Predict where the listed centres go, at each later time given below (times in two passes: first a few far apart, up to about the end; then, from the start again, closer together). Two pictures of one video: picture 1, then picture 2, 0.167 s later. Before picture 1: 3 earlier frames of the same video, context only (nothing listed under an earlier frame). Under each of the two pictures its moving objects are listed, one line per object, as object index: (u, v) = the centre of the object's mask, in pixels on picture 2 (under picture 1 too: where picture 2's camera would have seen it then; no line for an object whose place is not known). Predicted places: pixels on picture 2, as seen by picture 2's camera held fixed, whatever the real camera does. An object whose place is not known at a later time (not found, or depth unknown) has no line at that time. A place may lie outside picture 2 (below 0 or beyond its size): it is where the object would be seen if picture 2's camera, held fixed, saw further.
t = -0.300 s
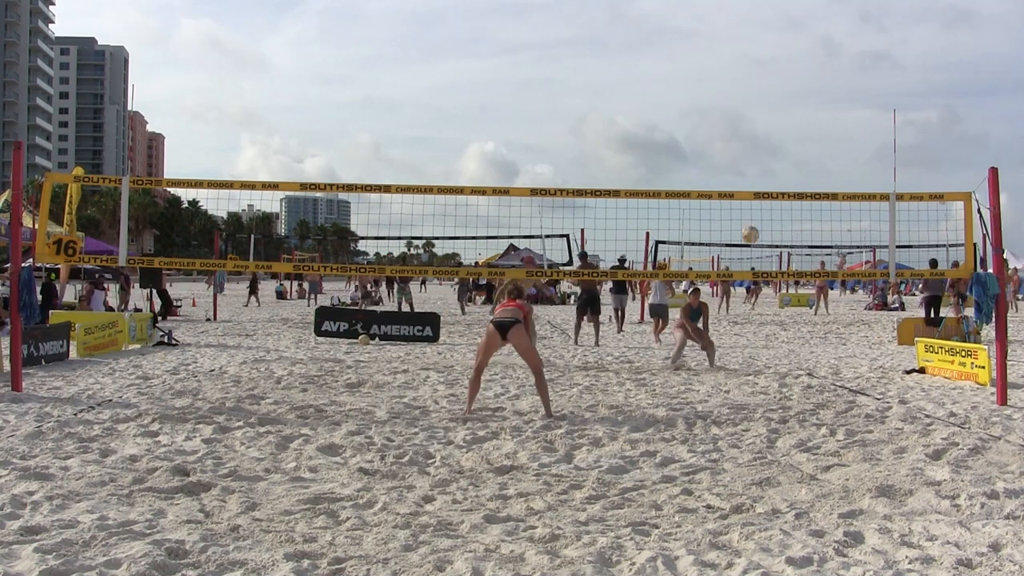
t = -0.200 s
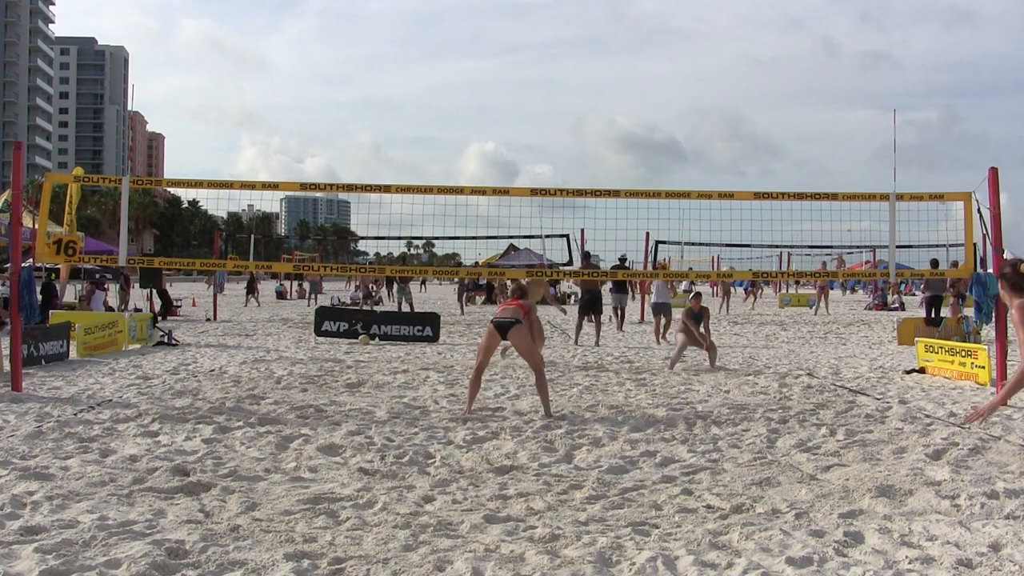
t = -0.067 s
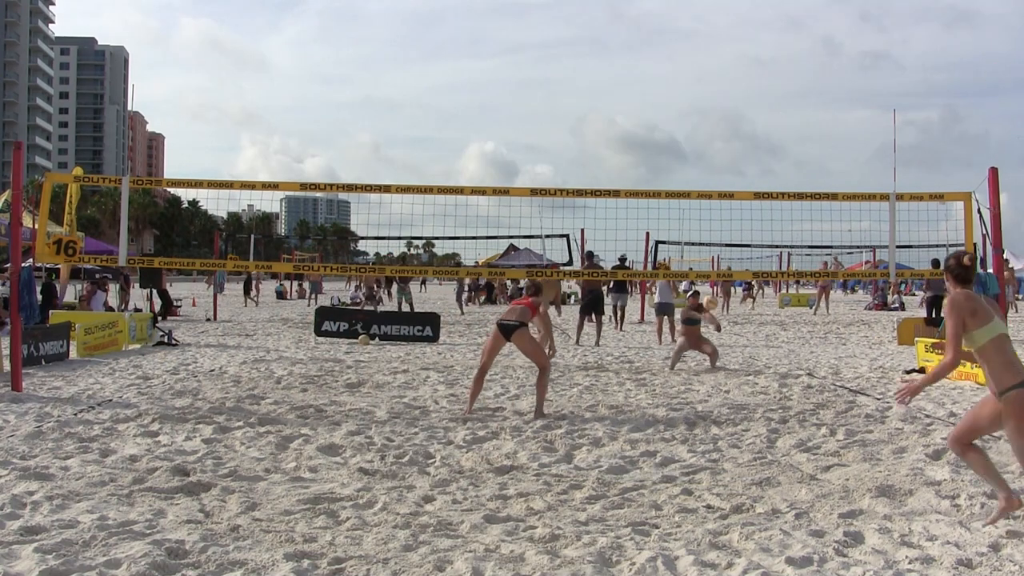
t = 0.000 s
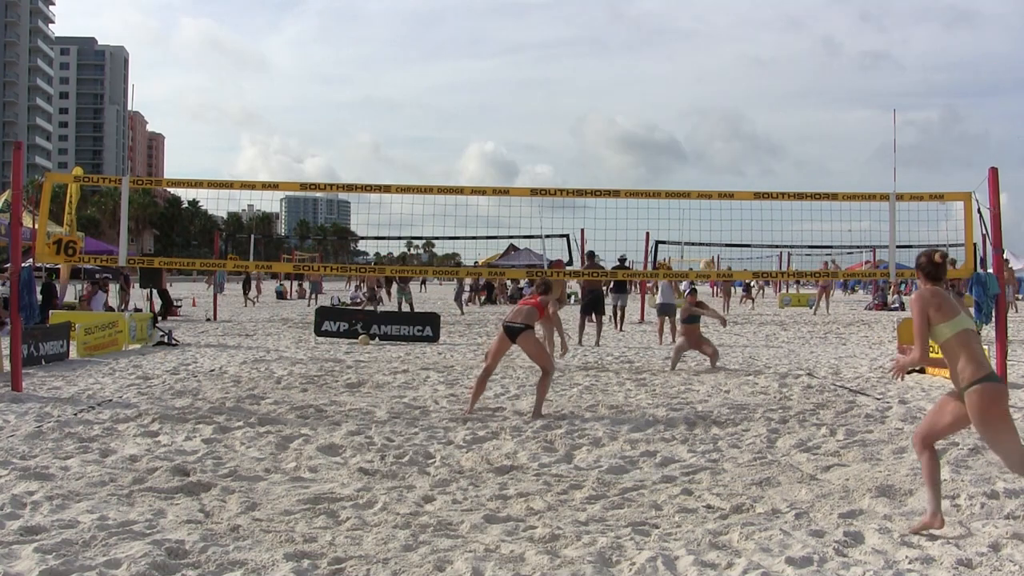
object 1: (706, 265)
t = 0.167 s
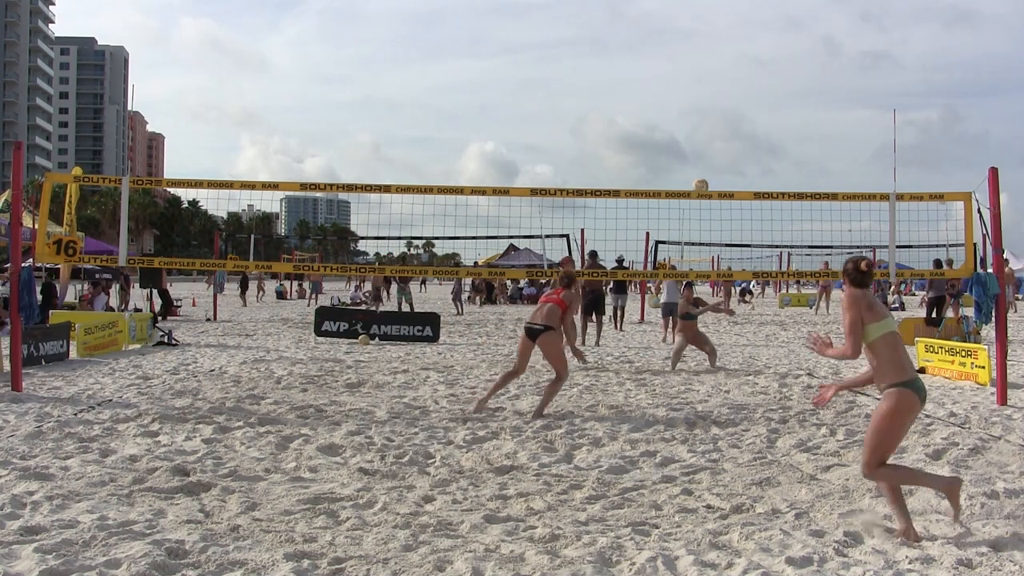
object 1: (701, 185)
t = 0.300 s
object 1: (694, 135)
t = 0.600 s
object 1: (678, 65)
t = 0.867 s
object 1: (664, 59)
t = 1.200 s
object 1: (646, 130)
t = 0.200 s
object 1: (699, 172)
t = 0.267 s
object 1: (696, 147)
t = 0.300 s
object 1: (694, 135)
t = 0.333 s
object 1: (692, 124)
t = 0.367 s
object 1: (691, 114)
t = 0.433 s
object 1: (686, 96)
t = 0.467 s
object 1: (685, 88)
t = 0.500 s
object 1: (683, 82)
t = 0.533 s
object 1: (681, 75)
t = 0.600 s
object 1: (678, 65)
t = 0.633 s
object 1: (676, 62)
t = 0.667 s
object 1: (674, 59)
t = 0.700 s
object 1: (672, 57)
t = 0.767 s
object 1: (669, 55)
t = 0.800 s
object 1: (667, 55)
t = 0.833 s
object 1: (665, 57)
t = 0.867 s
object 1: (664, 59)
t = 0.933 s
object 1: (660, 65)
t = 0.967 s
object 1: (658, 70)
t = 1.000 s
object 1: (656, 76)
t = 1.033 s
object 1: (654, 83)
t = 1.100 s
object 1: (651, 99)
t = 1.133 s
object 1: (649, 108)
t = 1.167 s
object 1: (648, 119)
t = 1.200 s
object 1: (646, 130)
